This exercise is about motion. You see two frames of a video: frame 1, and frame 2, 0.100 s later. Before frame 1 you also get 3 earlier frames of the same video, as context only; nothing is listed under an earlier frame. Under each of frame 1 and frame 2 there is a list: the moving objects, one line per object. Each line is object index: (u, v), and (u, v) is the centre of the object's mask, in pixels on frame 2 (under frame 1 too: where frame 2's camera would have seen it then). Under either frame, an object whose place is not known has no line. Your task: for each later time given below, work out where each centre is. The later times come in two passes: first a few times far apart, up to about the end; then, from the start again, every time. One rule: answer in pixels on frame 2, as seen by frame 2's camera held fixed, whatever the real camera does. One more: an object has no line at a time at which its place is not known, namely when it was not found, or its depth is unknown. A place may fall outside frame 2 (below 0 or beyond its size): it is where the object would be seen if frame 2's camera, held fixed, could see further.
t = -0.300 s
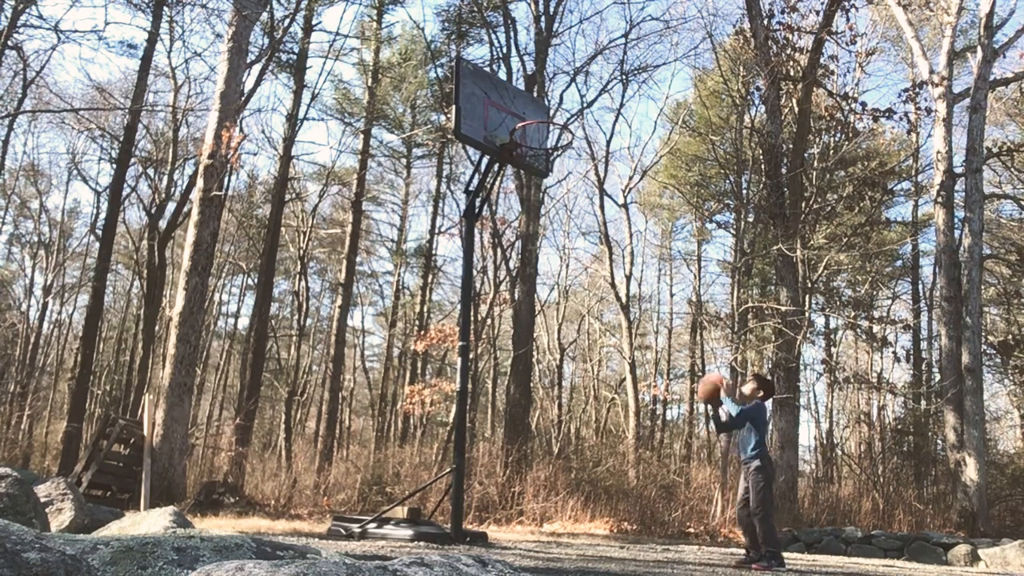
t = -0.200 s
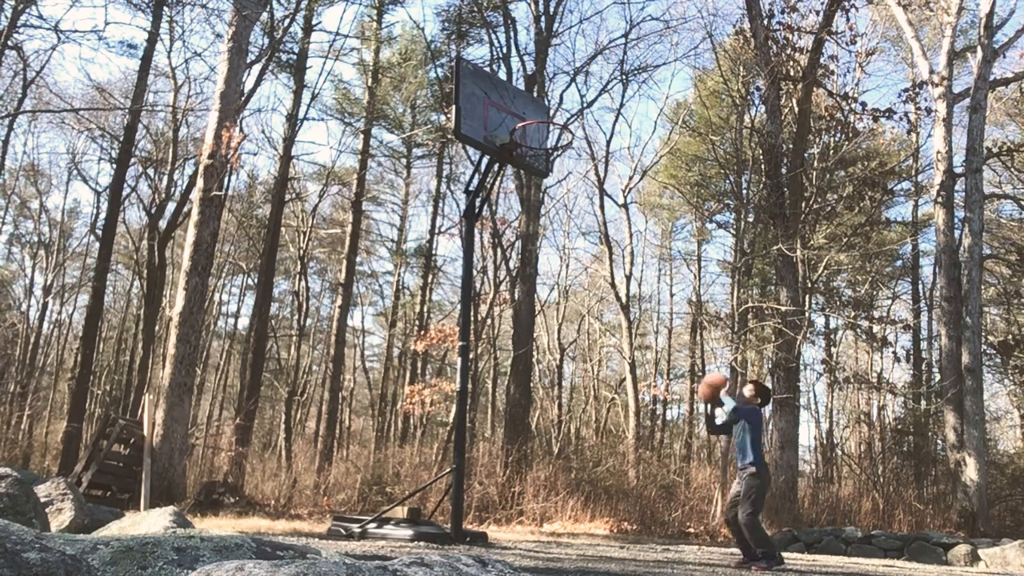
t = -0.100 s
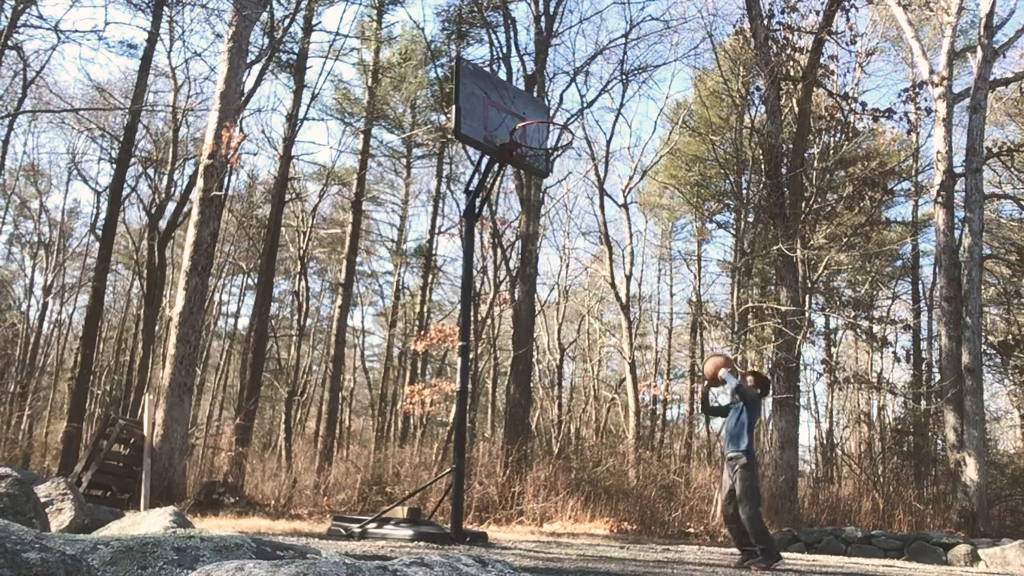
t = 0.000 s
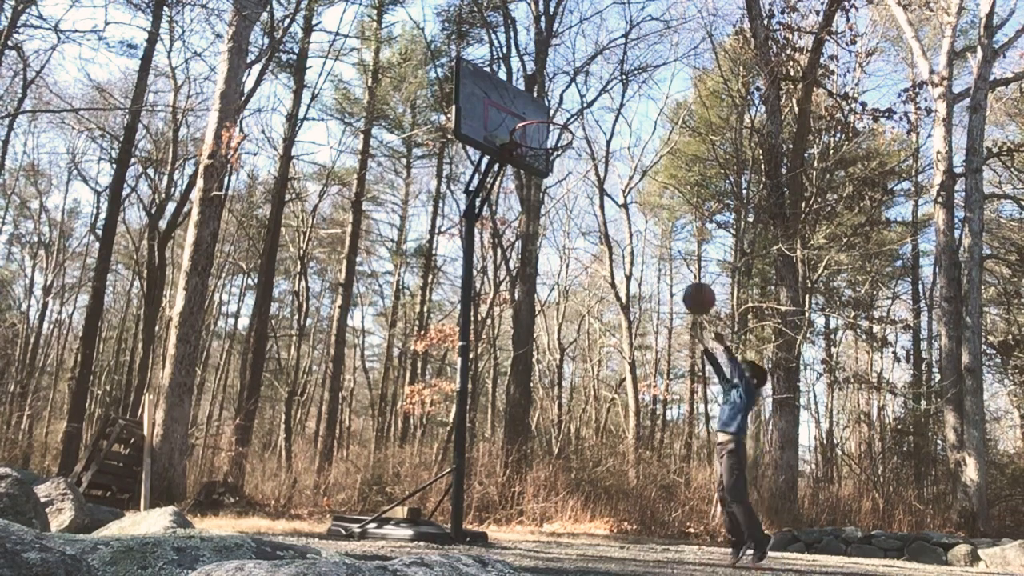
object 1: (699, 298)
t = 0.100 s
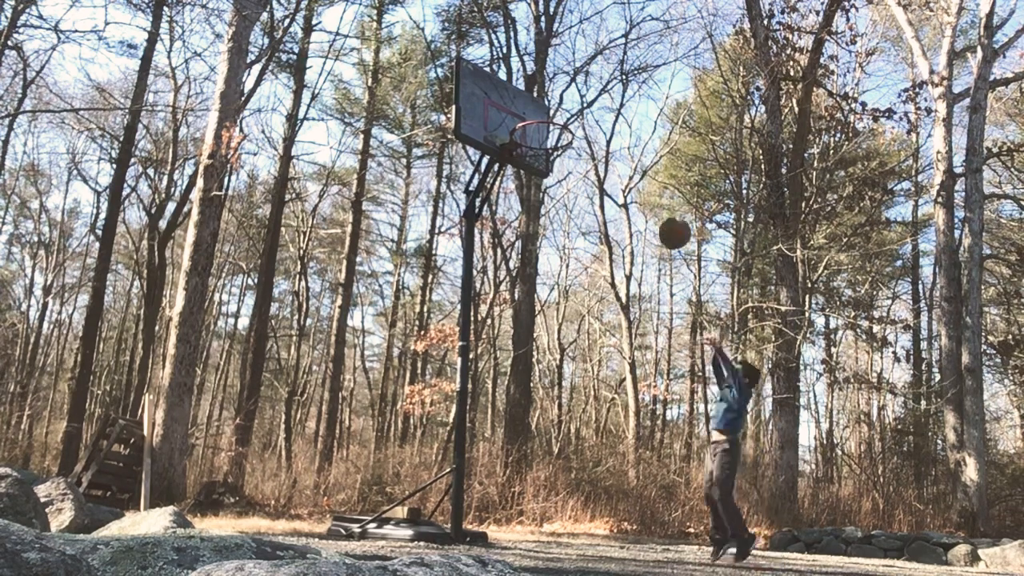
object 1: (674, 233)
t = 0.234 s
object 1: (643, 168)
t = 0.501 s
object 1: (579, 109)
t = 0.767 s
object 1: (529, 119)
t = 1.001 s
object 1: (554, 133)
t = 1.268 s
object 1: (524, 168)
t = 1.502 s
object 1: (511, 249)
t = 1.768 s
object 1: (490, 427)
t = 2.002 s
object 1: (491, 443)
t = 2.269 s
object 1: (510, 320)
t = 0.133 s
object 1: (666, 214)
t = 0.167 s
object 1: (658, 197)
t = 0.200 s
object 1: (650, 182)
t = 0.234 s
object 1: (643, 168)
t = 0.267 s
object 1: (635, 157)
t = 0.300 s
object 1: (628, 145)
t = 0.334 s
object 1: (618, 136)
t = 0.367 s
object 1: (611, 127)
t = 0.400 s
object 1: (603, 121)
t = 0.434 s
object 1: (595, 116)
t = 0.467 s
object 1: (587, 111)
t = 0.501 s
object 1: (579, 109)
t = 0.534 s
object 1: (571, 107)
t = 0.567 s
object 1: (562, 106)
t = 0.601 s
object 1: (553, 107)
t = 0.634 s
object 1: (545, 109)
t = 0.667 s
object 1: (538, 110)
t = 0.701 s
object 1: (527, 113)
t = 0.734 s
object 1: (522, 123)
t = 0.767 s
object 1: (529, 119)
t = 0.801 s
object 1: (534, 119)
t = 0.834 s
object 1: (539, 119)
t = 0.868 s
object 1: (544, 121)
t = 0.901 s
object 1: (549, 124)
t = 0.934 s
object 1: (553, 128)
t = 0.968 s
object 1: (558, 133)
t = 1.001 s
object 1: (554, 133)
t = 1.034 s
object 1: (551, 134)
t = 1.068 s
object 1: (547, 136)
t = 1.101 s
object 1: (543, 139)
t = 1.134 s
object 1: (539, 144)
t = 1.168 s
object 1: (537, 150)
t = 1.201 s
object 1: (532, 154)
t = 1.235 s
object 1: (530, 164)
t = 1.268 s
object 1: (524, 168)
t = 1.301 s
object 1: (524, 173)
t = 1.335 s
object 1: (522, 187)
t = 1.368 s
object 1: (521, 197)
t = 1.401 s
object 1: (519, 207)
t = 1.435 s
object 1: (515, 220)
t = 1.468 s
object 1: (513, 233)
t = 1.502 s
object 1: (511, 249)
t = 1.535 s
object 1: (510, 266)
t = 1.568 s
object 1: (507, 285)
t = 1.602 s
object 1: (504, 304)
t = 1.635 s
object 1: (501, 325)
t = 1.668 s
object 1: (500, 348)
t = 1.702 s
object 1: (496, 373)
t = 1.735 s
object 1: (493, 400)
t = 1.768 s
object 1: (490, 427)
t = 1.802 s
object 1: (487, 458)
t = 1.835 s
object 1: (484, 490)
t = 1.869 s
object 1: (481, 523)
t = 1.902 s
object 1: (481, 521)
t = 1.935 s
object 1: (485, 493)
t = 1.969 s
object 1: (488, 467)
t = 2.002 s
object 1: (491, 443)
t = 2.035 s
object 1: (494, 422)
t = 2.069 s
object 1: (496, 401)
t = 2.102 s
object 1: (498, 383)
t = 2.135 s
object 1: (503, 368)
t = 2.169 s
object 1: (505, 353)
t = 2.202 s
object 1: (507, 340)
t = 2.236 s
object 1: (510, 330)
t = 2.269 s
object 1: (510, 320)
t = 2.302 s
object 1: (512, 311)
